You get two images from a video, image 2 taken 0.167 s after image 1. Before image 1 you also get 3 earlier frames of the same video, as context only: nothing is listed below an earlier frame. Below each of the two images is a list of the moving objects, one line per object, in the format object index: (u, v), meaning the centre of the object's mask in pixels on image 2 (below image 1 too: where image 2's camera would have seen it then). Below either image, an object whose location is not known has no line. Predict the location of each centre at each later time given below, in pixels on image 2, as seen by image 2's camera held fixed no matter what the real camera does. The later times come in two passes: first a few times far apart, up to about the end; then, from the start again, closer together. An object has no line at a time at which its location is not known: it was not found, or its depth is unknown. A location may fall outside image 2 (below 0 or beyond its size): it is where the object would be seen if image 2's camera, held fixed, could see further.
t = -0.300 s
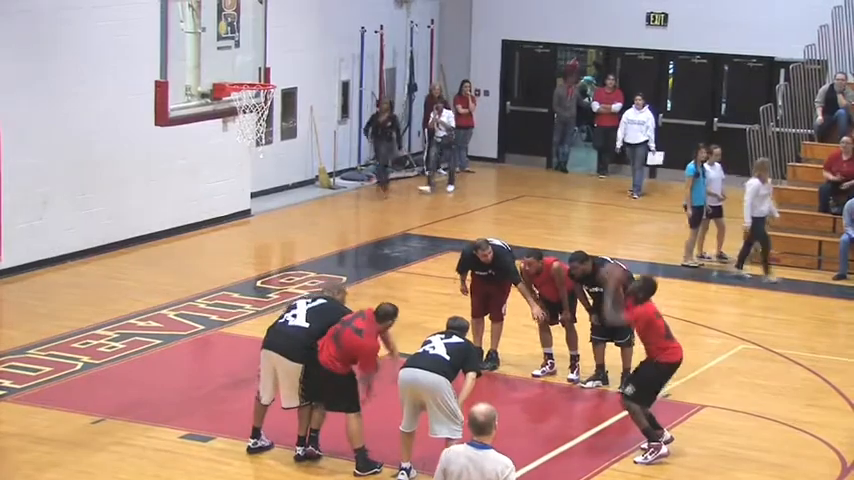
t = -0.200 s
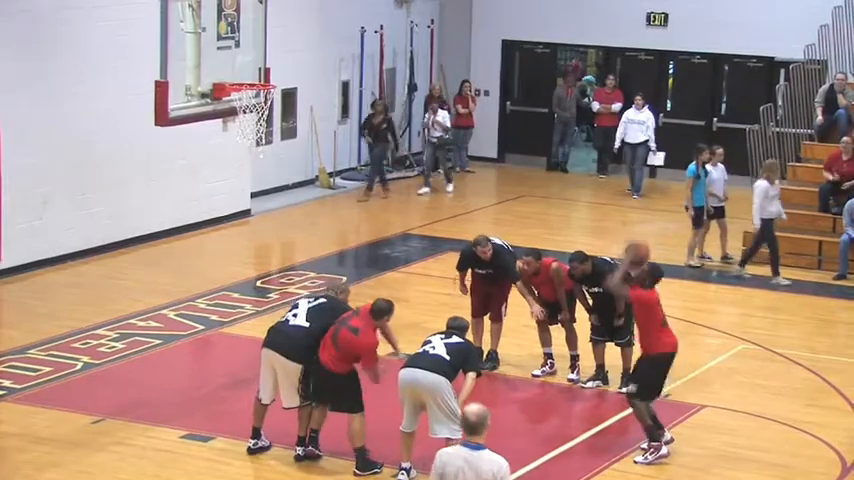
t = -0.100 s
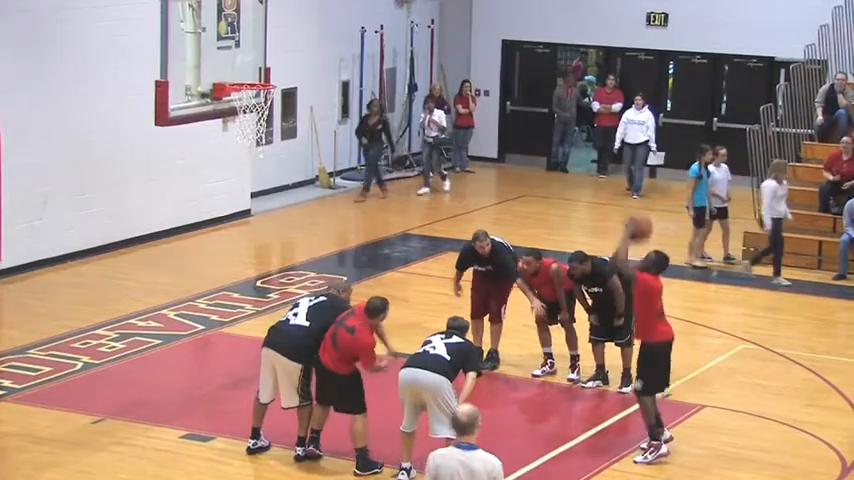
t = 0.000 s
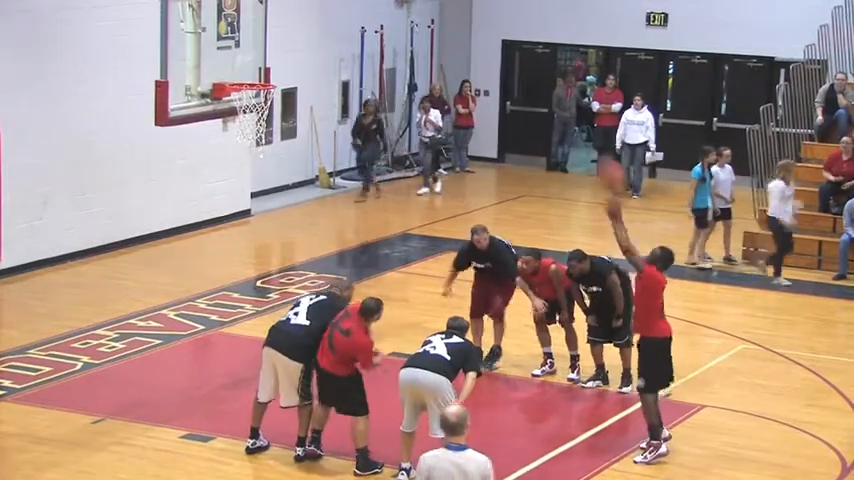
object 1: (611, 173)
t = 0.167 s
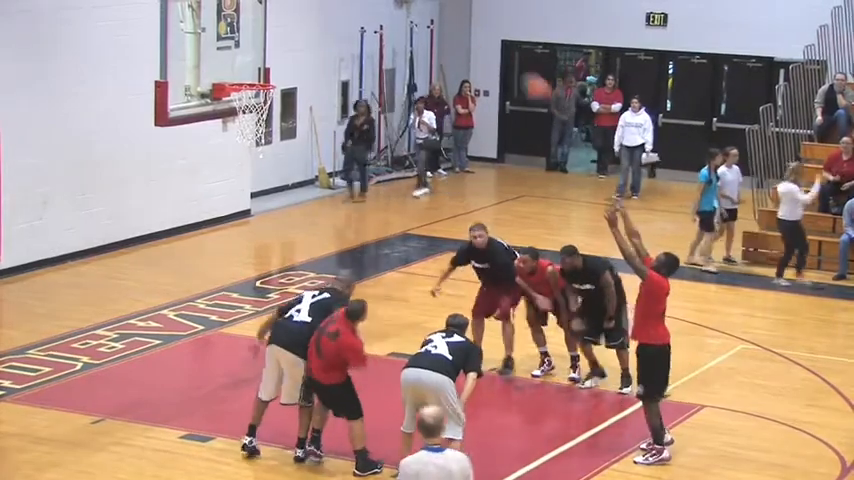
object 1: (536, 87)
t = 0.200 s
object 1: (523, 74)
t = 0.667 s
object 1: (333, 26)
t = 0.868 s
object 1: (261, 69)
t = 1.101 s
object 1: (230, 27)
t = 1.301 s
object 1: (239, 23)
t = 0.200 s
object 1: (523, 74)
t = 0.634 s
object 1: (347, 22)
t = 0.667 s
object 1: (333, 26)
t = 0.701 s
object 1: (321, 31)
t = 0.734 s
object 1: (309, 36)
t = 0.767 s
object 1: (297, 43)
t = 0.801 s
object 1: (284, 51)
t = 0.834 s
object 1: (272, 60)
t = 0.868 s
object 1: (261, 69)
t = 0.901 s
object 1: (251, 69)
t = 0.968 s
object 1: (238, 50)
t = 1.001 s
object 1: (232, 44)
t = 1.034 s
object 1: (228, 35)
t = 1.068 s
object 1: (229, 30)
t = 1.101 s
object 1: (230, 27)
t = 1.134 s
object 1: (232, 24)
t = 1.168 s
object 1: (234, 22)
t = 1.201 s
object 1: (236, 21)
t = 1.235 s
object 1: (237, 21)
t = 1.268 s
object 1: (237, 21)
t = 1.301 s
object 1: (239, 23)
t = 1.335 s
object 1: (241, 27)
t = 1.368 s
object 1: (243, 32)
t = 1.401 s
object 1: (245, 38)
